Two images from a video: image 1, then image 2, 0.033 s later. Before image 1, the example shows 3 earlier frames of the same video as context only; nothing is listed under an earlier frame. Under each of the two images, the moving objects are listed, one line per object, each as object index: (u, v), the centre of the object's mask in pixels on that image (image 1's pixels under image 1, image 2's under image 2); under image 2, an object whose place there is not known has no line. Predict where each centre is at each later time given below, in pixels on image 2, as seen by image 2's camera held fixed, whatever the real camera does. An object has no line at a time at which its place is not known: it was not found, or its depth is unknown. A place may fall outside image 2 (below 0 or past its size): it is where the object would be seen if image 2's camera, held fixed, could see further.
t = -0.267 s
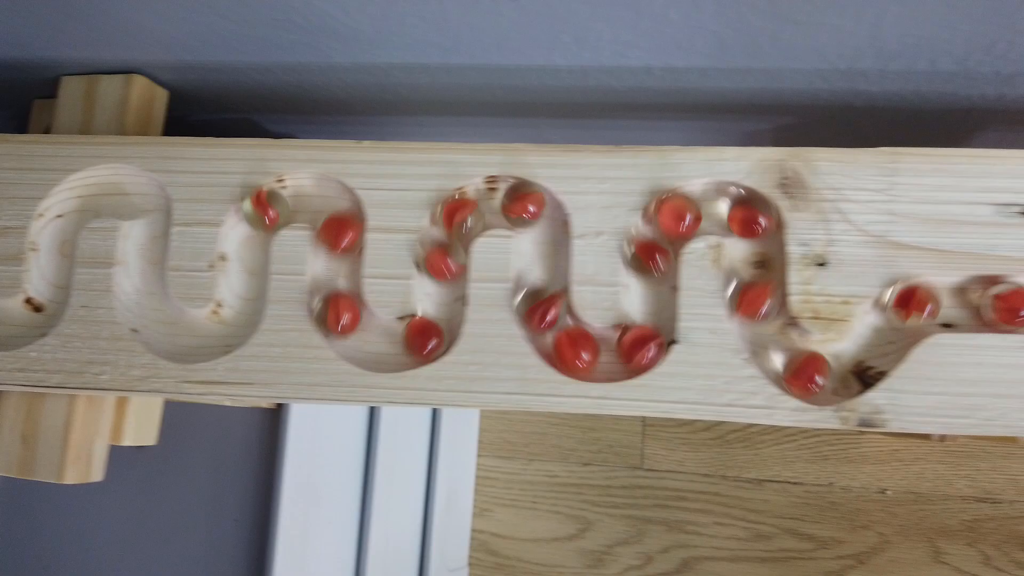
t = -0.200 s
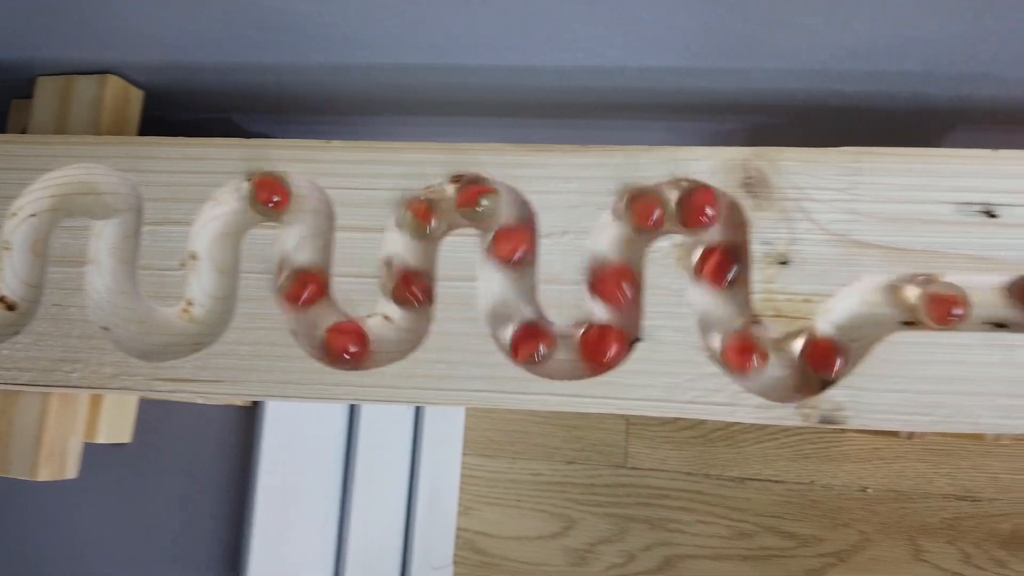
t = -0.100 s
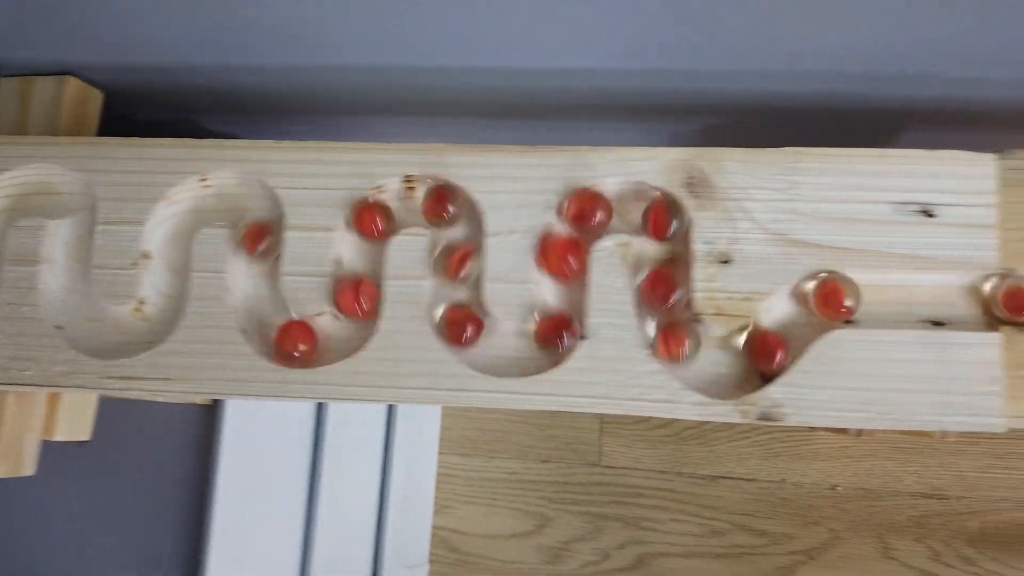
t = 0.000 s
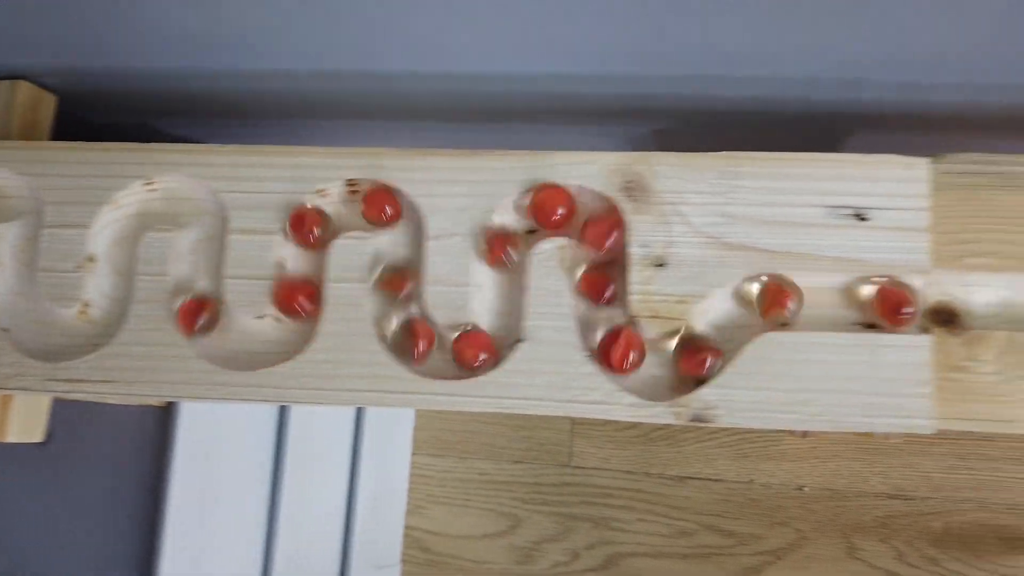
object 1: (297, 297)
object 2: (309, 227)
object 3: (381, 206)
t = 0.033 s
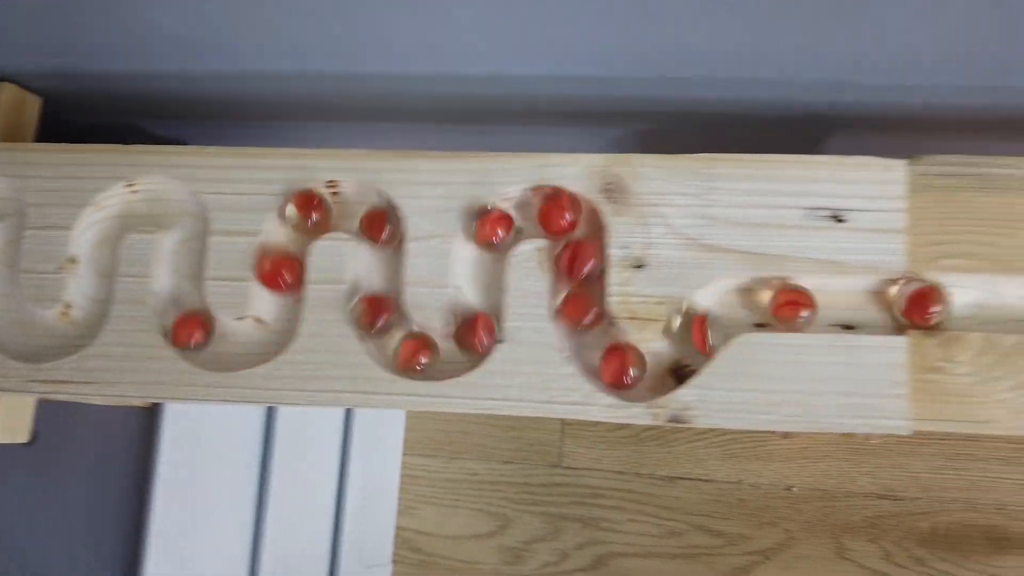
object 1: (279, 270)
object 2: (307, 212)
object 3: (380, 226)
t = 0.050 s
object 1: (281, 256)
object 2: (319, 208)
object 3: (382, 241)
